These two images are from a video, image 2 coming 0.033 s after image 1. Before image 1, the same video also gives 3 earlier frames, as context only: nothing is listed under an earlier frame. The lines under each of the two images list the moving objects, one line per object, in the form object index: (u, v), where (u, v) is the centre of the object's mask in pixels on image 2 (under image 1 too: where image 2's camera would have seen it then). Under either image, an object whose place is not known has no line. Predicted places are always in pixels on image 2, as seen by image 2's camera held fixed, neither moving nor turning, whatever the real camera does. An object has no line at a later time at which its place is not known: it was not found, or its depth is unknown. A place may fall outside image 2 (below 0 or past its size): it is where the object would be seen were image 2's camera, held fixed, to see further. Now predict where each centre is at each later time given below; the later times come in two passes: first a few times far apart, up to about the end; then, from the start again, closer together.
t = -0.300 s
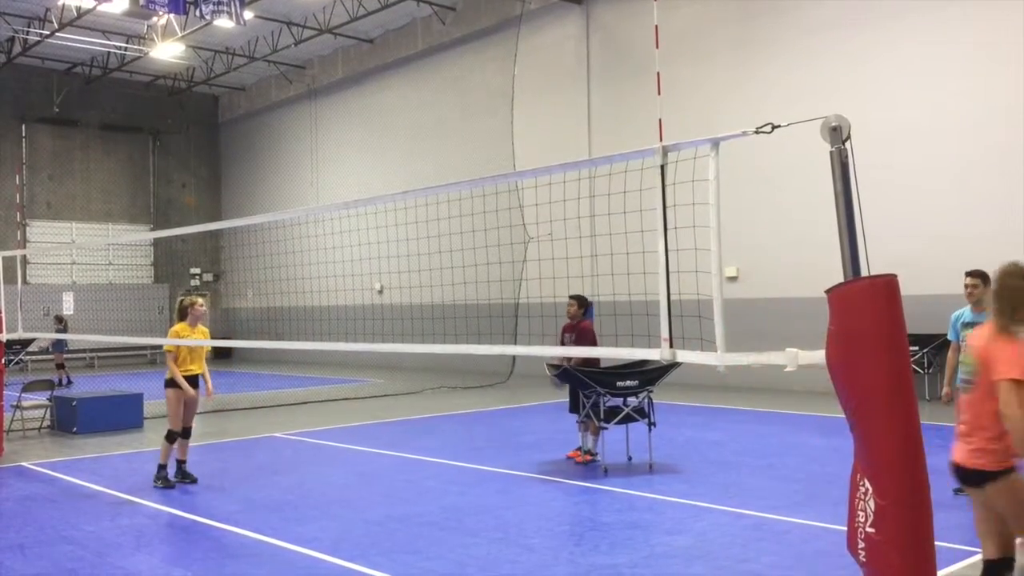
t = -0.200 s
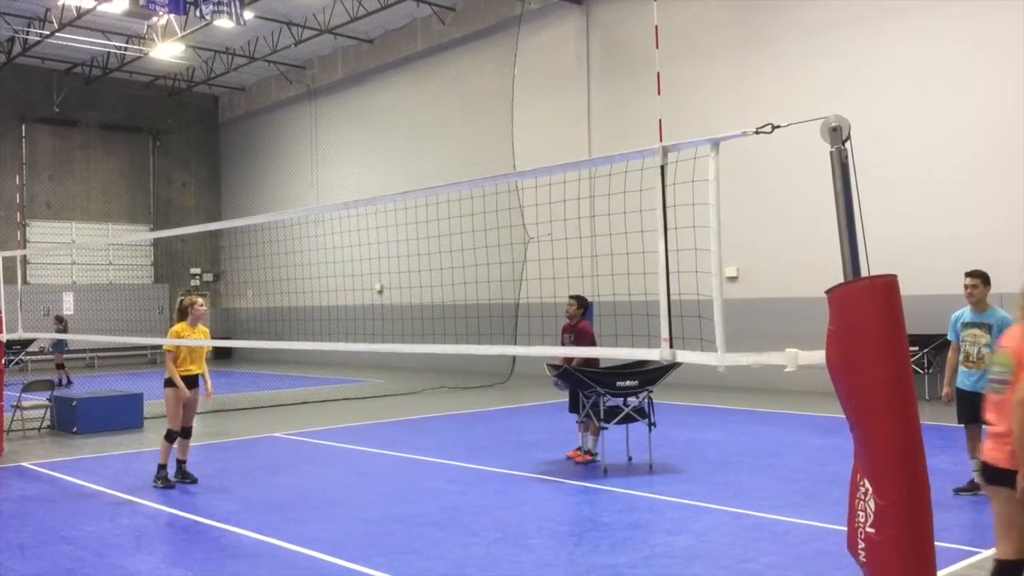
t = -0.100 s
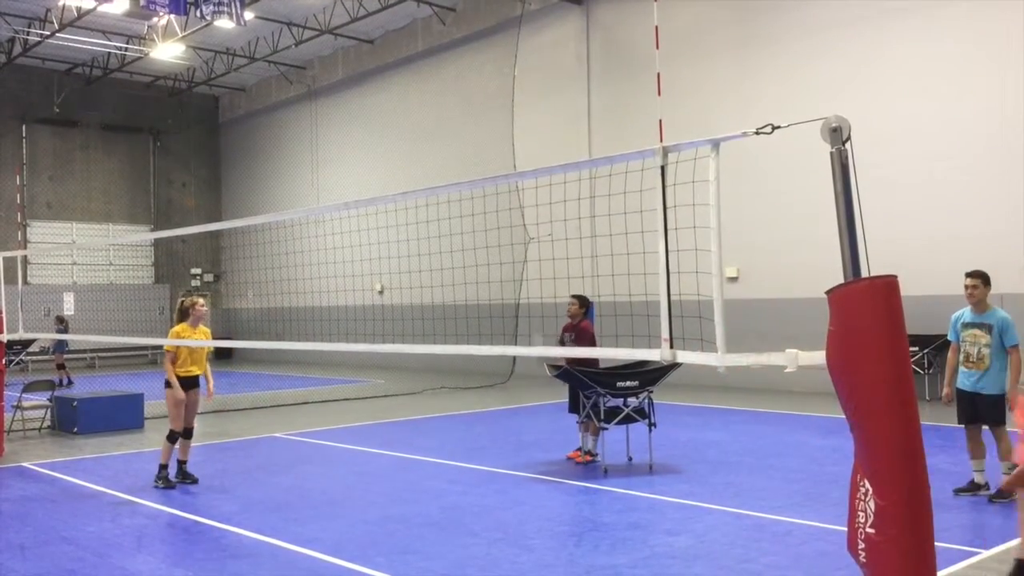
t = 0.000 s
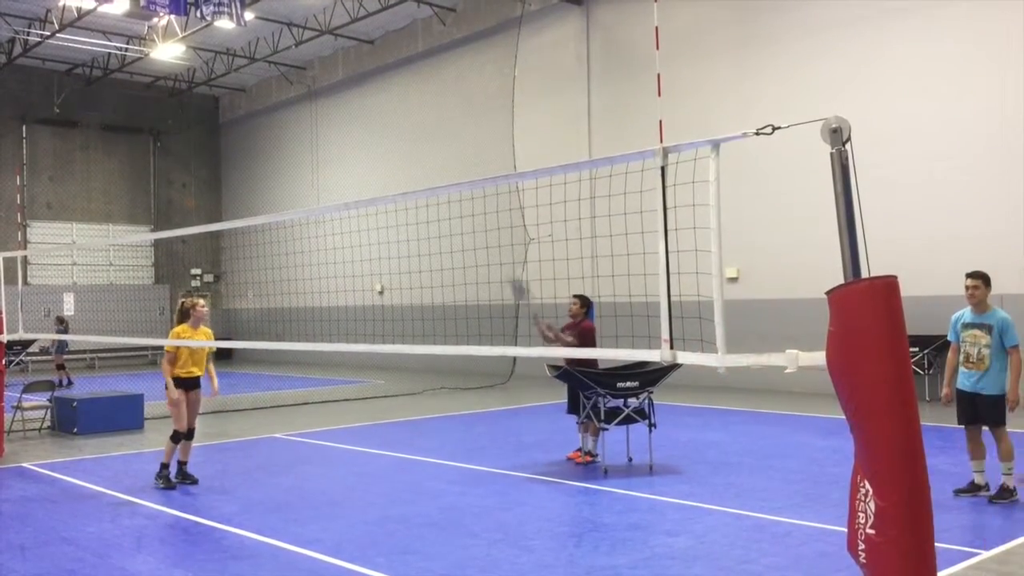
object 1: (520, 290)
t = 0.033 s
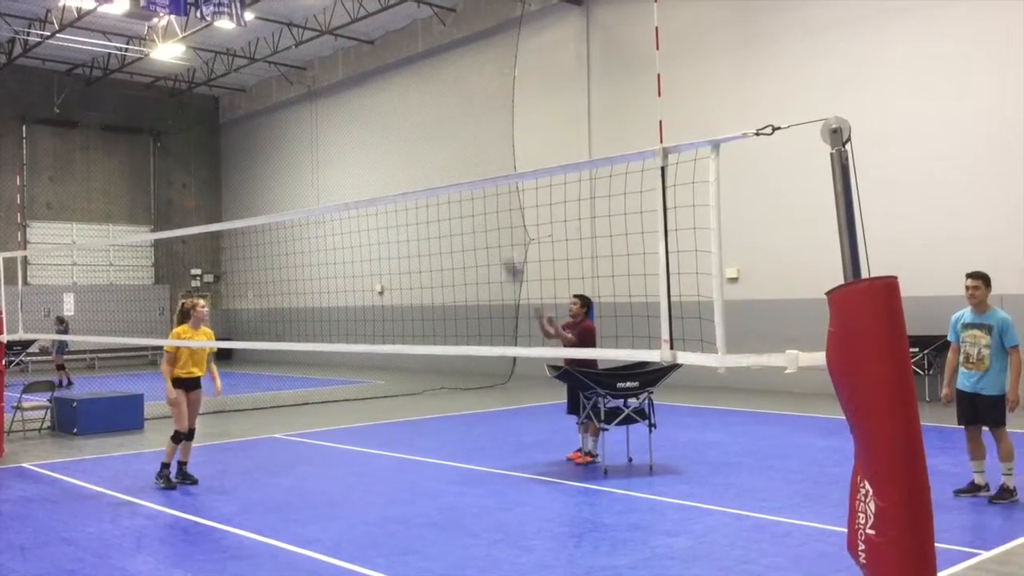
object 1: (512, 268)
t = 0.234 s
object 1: (476, 170)
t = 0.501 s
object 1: (427, 103)
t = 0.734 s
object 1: (383, 100)
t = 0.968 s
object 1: (340, 157)
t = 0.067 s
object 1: (507, 251)
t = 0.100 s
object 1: (499, 232)
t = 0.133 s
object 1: (495, 218)
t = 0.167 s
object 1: (488, 202)
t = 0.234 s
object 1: (476, 170)
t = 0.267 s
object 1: (470, 159)
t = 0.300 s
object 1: (464, 149)
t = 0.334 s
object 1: (458, 138)
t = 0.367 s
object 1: (452, 129)
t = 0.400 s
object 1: (446, 120)
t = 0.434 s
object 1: (439, 113)
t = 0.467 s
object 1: (433, 108)
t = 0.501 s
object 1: (427, 103)
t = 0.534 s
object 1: (421, 99)
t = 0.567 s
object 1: (414, 96)
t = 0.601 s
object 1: (408, 94)
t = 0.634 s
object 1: (402, 94)
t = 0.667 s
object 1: (396, 95)
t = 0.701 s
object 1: (390, 97)
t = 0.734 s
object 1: (383, 100)
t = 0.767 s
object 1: (377, 104)
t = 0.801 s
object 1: (371, 109)
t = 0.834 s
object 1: (365, 116)
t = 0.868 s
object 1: (358, 124)
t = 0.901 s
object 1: (352, 134)
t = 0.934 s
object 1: (346, 145)
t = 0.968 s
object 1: (340, 157)
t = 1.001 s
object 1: (333, 171)
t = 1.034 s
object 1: (326, 186)
